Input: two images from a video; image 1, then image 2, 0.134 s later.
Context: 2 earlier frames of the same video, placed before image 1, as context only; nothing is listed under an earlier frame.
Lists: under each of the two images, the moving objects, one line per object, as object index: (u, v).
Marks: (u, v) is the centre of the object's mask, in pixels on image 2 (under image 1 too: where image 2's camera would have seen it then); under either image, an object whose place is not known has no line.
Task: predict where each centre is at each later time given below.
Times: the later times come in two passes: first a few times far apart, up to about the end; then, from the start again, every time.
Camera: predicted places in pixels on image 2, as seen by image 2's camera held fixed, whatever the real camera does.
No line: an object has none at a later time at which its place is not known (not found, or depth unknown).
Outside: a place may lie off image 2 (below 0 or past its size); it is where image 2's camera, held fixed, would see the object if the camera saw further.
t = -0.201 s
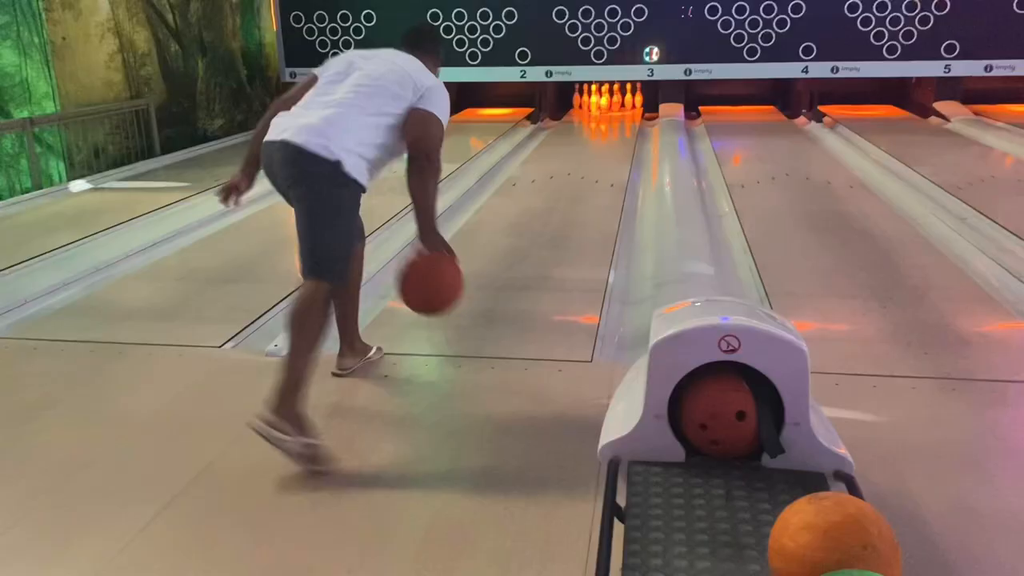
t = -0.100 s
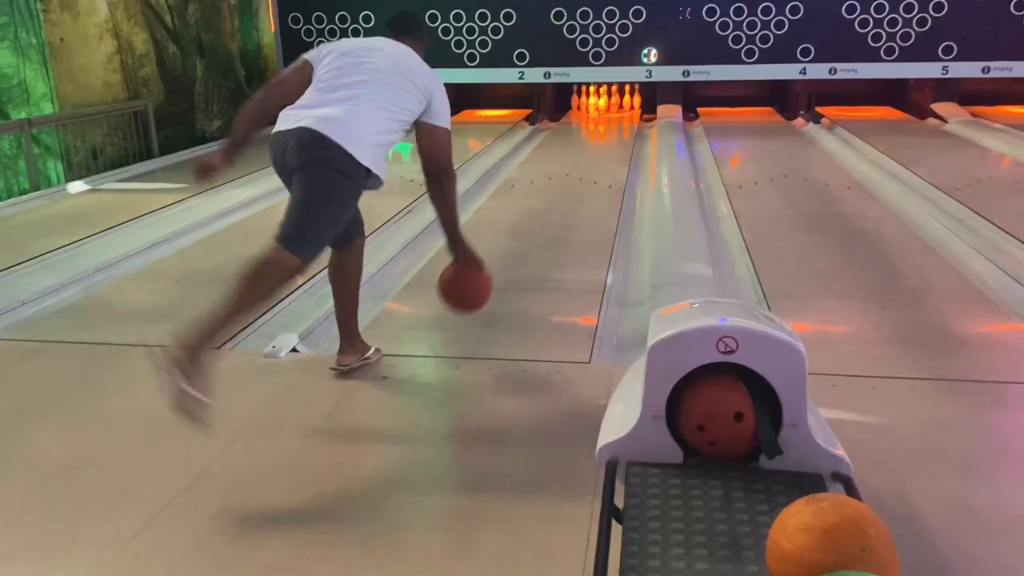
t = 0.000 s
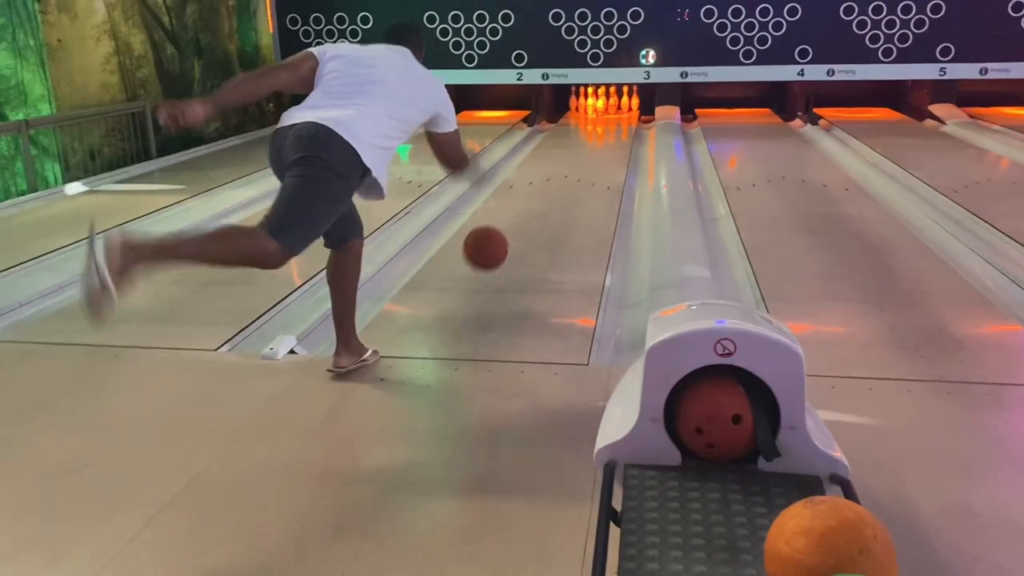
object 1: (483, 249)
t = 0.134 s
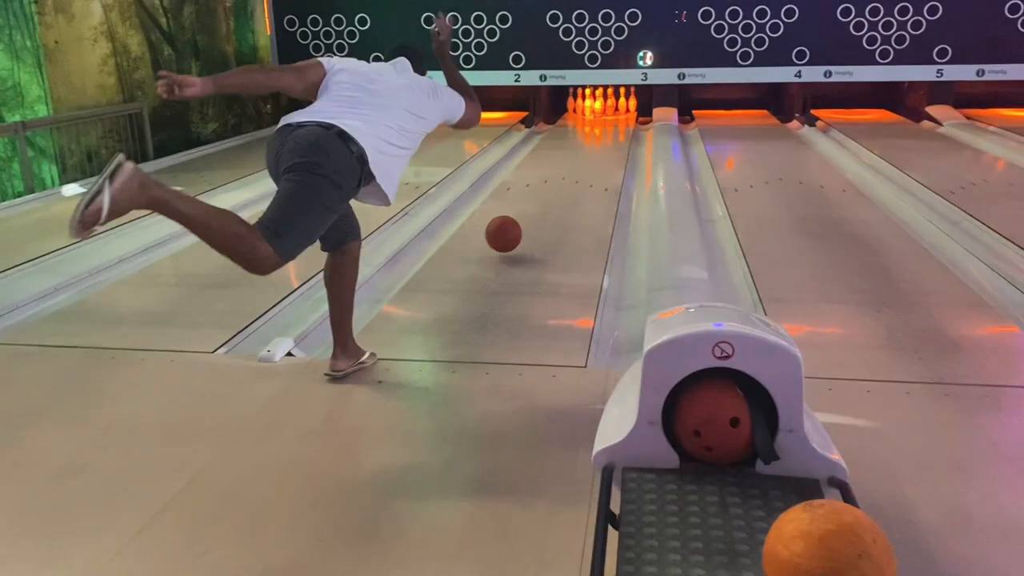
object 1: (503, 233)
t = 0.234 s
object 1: (514, 214)
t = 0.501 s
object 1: (531, 169)
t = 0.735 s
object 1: (539, 146)
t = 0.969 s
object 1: (544, 130)
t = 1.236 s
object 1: (547, 119)
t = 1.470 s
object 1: (552, 114)
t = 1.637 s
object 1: (559, 111)
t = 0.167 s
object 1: (507, 230)
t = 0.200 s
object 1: (510, 221)
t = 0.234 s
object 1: (514, 214)
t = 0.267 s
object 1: (516, 207)
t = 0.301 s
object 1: (519, 200)
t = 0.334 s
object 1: (521, 194)
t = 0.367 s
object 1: (523, 188)
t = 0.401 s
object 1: (525, 183)
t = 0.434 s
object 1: (527, 178)
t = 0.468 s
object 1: (529, 174)
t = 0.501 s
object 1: (531, 169)
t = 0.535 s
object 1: (532, 165)
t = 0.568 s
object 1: (534, 162)
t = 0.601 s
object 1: (535, 158)
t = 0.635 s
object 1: (536, 155)
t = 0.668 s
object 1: (537, 151)
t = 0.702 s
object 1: (538, 148)
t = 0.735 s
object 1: (539, 146)
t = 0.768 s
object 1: (540, 143)
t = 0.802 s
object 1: (541, 141)
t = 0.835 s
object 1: (542, 139)
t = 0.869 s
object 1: (542, 136)
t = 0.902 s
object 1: (543, 134)
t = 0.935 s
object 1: (543, 132)
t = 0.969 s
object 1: (544, 130)
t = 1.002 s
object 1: (545, 129)
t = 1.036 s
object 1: (545, 126)
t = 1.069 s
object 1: (546, 125)
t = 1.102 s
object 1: (547, 123)
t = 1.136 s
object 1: (547, 122)
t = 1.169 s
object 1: (547, 120)
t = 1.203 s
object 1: (547, 119)
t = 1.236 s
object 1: (547, 119)
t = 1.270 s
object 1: (547, 119)
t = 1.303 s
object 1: (547, 120)
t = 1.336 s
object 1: (547, 118)
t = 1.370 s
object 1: (549, 116)
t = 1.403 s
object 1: (551, 115)
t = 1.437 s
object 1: (552, 115)
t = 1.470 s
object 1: (552, 114)
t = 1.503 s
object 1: (553, 114)
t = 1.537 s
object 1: (558, 110)
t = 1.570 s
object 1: (558, 110)
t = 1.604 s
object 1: (558, 111)
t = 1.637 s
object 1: (559, 111)
